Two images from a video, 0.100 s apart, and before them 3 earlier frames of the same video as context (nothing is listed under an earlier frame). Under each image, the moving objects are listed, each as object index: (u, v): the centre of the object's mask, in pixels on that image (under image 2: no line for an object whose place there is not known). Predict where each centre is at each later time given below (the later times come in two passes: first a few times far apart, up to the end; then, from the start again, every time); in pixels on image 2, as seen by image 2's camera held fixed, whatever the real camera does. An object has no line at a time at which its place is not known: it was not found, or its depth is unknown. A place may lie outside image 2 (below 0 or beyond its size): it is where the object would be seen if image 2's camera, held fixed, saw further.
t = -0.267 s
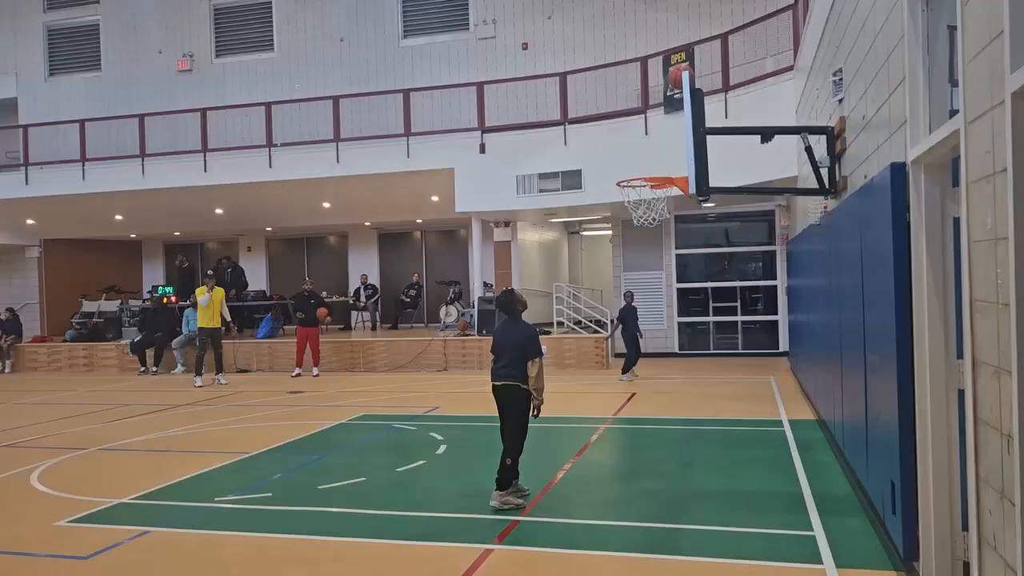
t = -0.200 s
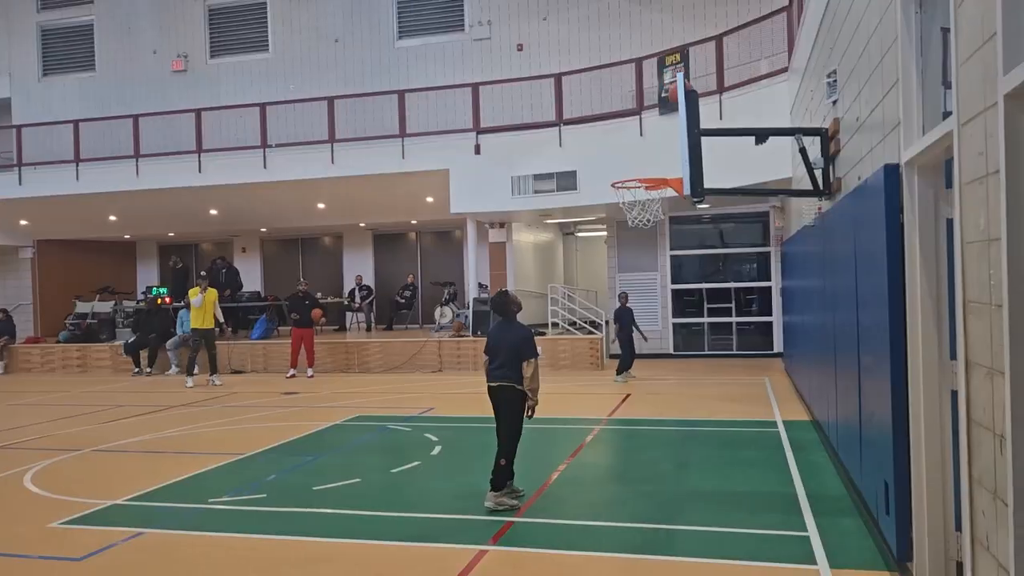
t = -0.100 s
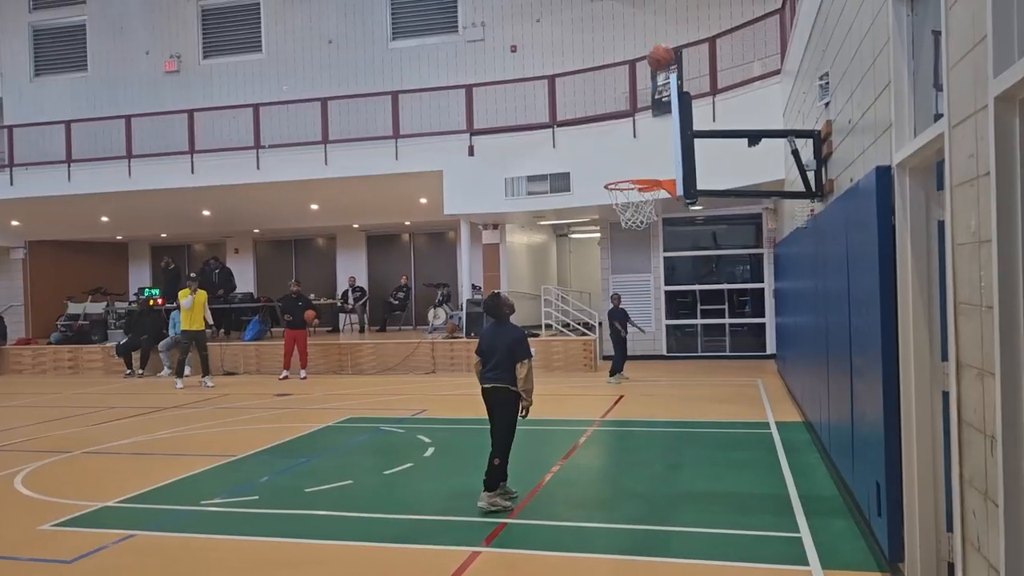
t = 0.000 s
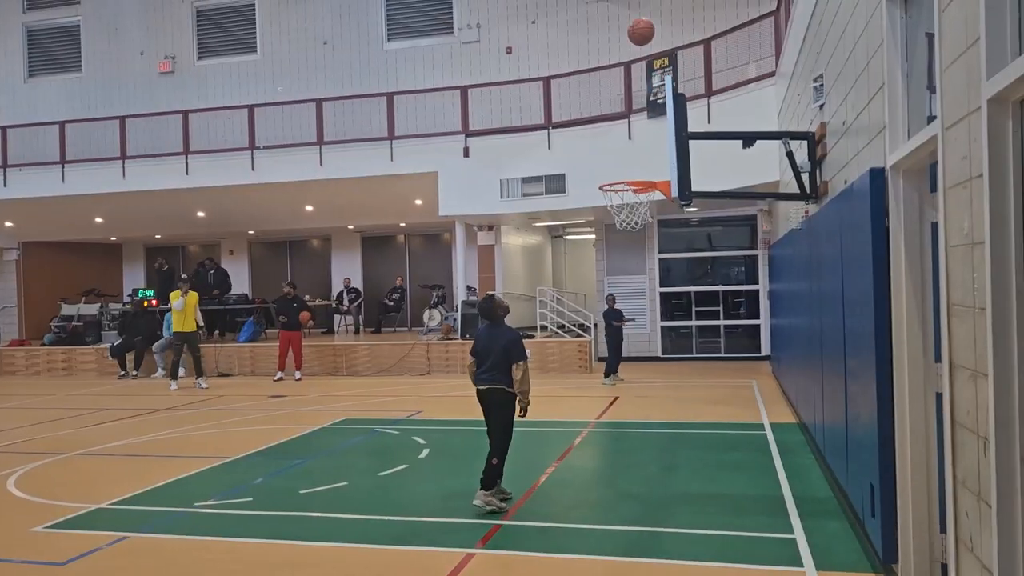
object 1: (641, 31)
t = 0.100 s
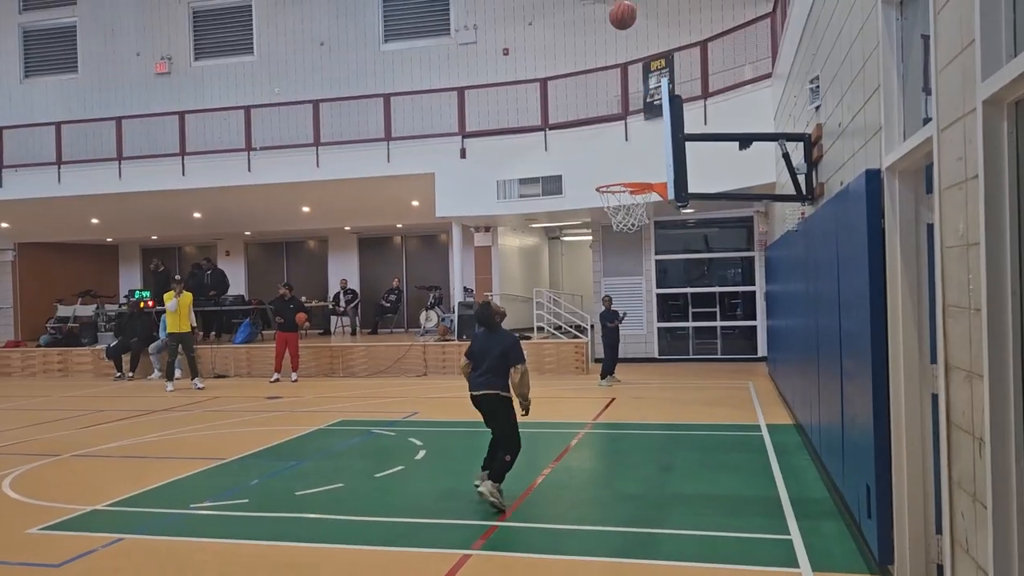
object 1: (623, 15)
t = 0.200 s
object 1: (607, 10)
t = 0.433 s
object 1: (571, 42)
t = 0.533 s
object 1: (556, 79)
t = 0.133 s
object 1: (618, 12)
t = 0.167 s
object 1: (613, 11)
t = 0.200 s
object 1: (607, 10)
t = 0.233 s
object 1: (602, 10)
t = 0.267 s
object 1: (597, 11)
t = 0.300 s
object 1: (592, 14)
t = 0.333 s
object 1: (587, 19)
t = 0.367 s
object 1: (582, 25)
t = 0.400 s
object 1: (576, 33)
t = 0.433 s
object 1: (571, 42)
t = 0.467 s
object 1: (566, 53)
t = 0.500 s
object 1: (561, 65)
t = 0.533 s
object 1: (556, 79)
